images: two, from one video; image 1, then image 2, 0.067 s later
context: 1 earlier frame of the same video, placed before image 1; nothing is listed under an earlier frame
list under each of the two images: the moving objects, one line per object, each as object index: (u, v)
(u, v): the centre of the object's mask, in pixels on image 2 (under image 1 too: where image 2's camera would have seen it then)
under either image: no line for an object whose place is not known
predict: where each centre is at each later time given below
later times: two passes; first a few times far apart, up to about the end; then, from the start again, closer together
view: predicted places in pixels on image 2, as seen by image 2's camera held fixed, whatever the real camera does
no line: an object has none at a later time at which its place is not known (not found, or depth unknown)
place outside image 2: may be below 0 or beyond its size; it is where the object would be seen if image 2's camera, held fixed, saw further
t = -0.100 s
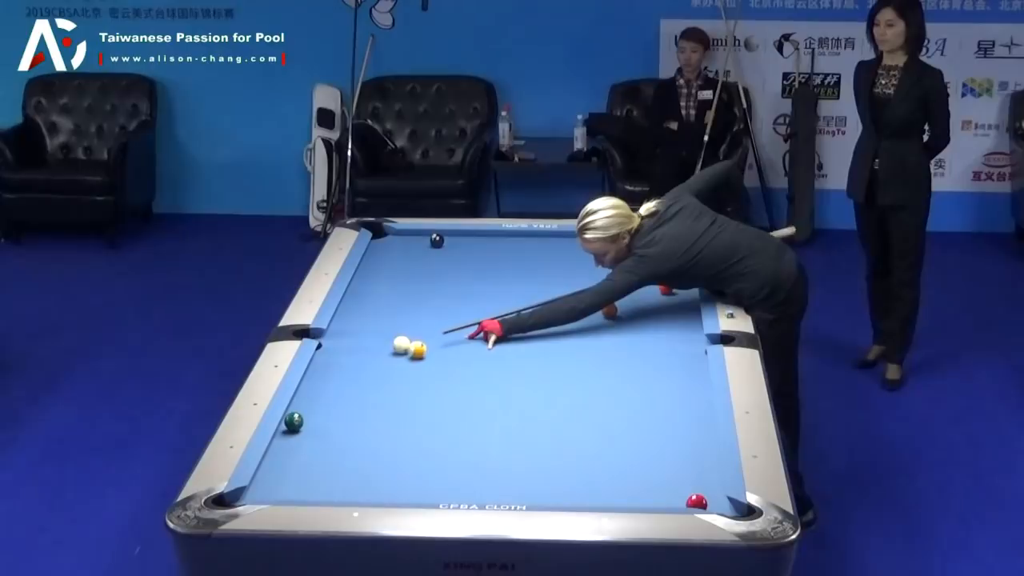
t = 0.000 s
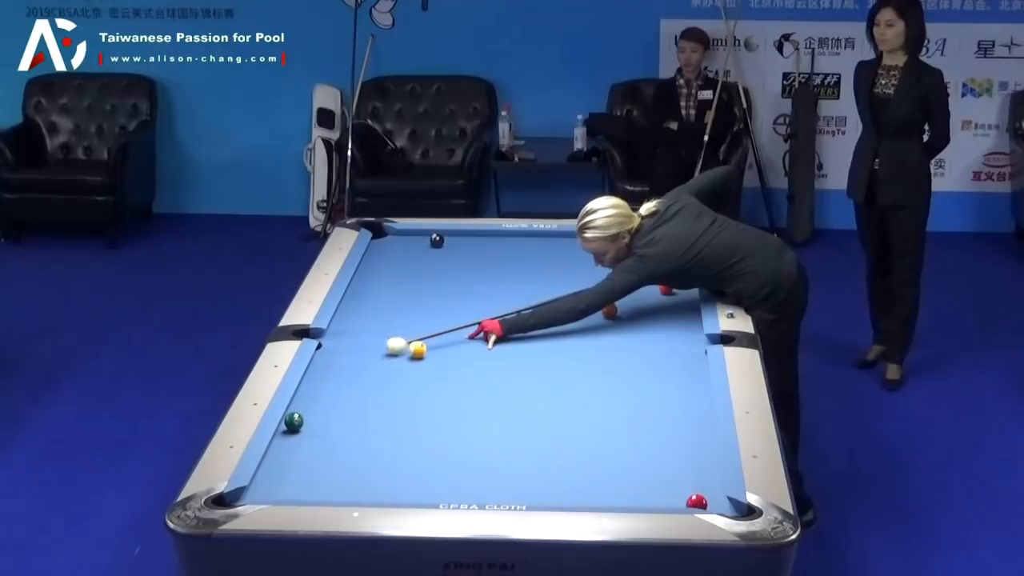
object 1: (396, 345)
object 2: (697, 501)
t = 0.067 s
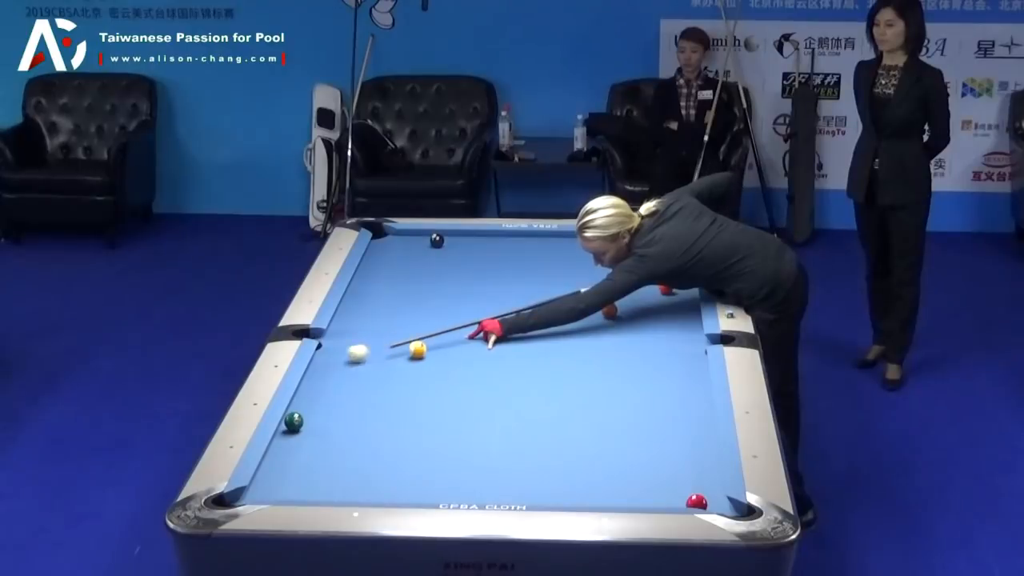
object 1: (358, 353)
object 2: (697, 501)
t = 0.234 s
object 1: (343, 370)
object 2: (697, 501)
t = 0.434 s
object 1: (391, 388)
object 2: (697, 501)
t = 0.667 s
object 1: (448, 411)
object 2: (697, 501)
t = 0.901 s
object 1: (508, 435)
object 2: (697, 501)
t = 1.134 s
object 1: (571, 461)
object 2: (697, 501)
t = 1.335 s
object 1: (628, 484)
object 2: (697, 501)
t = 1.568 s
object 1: (675, 501)
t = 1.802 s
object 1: (694, 498)
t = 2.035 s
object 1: (713, 494)
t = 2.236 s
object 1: (706, 487)
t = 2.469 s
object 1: (695, 480)
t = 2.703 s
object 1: (686, 474)
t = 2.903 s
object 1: (678, 469)
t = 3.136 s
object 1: (670, 464)
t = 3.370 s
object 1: (663, 460)
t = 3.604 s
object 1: (657, 456)
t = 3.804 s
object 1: (652, 453)
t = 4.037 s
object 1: (647, 450)
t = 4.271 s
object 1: (643, 447)
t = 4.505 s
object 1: (639, 446)
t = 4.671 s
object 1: (637, 445)
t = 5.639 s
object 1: (635, 442)
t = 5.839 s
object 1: (633, 443)
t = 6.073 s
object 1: (633, 443)
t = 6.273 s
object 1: (633, 442)
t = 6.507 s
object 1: (633, 443)
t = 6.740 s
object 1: (633, 443)
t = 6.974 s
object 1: (633, 443)
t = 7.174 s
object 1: (633, 443)
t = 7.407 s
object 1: (633, 443)
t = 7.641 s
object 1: (633, 443)
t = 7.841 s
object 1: (633, 443)
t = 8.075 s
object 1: (633, 443)
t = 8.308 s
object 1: (633, 443)
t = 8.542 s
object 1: (633, 443)
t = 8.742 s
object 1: (633, 443)
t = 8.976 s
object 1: (633, 443)
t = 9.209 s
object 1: (633, 443)
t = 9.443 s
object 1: (633, 443)
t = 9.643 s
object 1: (633, 443)
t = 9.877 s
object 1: (633, 443)
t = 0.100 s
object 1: (339, 357)
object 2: (697, 501)
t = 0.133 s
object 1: (321, 361)
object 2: (697, 501)
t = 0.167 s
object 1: (324, 364)
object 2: (697, 501)
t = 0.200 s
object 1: (334, 367)
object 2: (697, 501)
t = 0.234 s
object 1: (343, 370)
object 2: (697, 501)
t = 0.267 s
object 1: (352, 373)
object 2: (697, 501)
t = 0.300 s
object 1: (360, 376)
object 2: (697, 501)
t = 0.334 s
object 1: (368, 379)
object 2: (697, 501)
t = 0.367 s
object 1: (375, 382)
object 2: (697, 501)
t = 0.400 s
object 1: (383, 385)
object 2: (697, 501)
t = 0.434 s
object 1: (391, 388)
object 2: (697, 501)
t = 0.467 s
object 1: (399, 392)
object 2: (697, 501)
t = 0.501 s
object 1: (407, 395)
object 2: (697, 501)
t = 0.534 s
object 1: (415, 398)
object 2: (697, 501)
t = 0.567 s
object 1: (423, 402)
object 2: (697, 501)
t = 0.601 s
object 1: (432, 405)
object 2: (697, 501)
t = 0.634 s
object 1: (440, 408)
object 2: (697, 501)
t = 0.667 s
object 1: (448, 411)
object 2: (697, 501)
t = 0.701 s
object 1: (457, 415)
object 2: (697, 501)
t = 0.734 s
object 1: (465, 418)
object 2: (697, 501)
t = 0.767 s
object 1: (473, 422)
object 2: (697, 501)
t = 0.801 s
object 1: (482, 425)
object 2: (697, 501)
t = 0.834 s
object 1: (491, 429)
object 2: (697, 501)
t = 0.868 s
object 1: (500, 432)
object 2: (697, 501)
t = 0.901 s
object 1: (508, 435)
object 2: (697, 501)
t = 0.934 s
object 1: (517, 439)
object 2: (697, 501)
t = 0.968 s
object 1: (526, 443)
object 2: (697, 501)
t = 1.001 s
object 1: (535, 447)
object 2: (697, 501)
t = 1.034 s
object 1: (544, 450)
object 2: (697, 501)
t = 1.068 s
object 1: (553, 454)
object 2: (697, 501)
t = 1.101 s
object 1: (562, 458)
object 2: (697, 501)
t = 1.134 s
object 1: (571, 461)
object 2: (697, 501)
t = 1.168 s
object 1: (581, 465)
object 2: (697, 501)
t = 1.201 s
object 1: (590, 469)
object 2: (697, 501)
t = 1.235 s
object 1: (599, 472)
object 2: (697, 501)
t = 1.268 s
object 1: (609, 476)
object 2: (697, 501)
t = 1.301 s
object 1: (618, 480)
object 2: (697, 501)
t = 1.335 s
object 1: (628, 484)
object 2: (697, 501)
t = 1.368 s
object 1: (638, 487)
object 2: (697, 501)
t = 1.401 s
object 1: (648, 491)
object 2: (697, 501)
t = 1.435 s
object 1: (657, 495)
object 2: (697, 501)
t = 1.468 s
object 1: (667, 497)
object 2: (697, 502)
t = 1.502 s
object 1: (675, 499)
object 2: (698, 502)
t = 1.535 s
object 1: (674, 500)
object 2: (709, 504)
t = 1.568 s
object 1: (675, 501)
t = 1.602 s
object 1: (677, 501)
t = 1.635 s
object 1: (680, 500)
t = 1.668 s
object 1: (683, 500)
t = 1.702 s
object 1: (686, 500)
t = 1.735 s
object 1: (688, 499)
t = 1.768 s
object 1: (691, 498)
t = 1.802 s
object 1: (694, 498)
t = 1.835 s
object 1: (697, 498)
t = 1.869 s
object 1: (700, 498)
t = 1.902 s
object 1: (702, 497)
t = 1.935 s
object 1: (705, 496)
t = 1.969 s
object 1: (708, 496)
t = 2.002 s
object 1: (710, 494)
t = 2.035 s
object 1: (713, 494)
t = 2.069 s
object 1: (714, 493)
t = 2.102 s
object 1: (712, 491)
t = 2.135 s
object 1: (711, 490)
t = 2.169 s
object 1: (709, 489)
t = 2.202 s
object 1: (708, 488)
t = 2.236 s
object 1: (706, 487)
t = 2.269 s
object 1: (704, 486)
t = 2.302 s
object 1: (703, 485)
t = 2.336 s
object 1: (701, 484)
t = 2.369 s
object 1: (700, 483)
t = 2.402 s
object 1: (698, 482)
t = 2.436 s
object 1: (697, 481)
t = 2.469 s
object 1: (695, 480)
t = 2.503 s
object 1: (694, 479)
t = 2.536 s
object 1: (692, 478)
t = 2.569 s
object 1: (691, 477)
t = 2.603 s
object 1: (690, 477)
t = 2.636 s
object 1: (688, 476)
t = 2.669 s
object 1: (687, 475)
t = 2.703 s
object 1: (686, 474)
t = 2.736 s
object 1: (684, 473)
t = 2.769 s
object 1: (683, 472)
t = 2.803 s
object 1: (682, 471)
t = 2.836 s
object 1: (680, 471)
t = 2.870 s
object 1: (679, 470)
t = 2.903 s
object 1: (678, 469)
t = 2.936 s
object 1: (677, 468)
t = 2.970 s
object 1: (676, 468)
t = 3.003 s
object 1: (675, 467)
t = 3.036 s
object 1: (673, 466)
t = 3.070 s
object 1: (672, 465)
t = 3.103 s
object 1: (671, 465)
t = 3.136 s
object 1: (670, 464)
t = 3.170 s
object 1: (669, 464)
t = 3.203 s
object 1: (668, 463)
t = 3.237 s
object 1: (667, 462)
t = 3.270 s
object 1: (666, 462)
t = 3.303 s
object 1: (665, 461)
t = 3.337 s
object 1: (664, 460)
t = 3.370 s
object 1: (663, 460)
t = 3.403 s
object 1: (662, 459)
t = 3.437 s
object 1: (661, 458)
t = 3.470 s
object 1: (660, 458)
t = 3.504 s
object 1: (659, 457)
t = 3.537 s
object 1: (658, 457)
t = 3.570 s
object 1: (658, 456)
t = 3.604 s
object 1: (657, 456)
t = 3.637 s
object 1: (656, 455)
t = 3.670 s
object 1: (655, 455)
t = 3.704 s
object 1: (654, 454)
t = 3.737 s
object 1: (653, 454)
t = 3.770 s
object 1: (652, 453)
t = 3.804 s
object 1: (652, 453)
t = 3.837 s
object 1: (651, 452)
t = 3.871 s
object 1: (651, 452)
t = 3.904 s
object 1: (650, 452)
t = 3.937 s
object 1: (649, 451)
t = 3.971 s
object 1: (648, 451)
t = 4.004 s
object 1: (647, 450)
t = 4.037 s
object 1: (647, 450)
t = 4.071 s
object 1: (646, 450)
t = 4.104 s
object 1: (645, 449)
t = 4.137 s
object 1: (645, 449)
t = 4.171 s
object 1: (644, 448)
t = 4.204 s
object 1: (644, 448)
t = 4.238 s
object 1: (643, 448)
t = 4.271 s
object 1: (643, 447)
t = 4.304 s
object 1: (642, 447)
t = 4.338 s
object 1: (641, 447)
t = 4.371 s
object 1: (641, 447)
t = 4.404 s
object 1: (640, 447)
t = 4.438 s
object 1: (640, 446)
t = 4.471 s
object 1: (640, 446)
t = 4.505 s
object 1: (639, 446)
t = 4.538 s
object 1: (639, 446)
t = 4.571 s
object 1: (638, 446)
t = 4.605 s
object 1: (638, 445)
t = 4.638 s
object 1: (638, 446)
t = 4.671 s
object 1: (637, 445)
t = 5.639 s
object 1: (635, 442)
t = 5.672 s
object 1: (634, 443)
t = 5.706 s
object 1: (634, 443)
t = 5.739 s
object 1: (633, 443)
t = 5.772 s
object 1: (633, 443)
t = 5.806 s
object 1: (633, 443)
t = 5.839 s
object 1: (633, 443)
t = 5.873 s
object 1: (633, 443)
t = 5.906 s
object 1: (633, 443)
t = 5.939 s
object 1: (633, 443)
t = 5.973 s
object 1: (633, 442)
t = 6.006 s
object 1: (633, 443)
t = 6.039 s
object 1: (633, 443)
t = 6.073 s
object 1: (633, 443)
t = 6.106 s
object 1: (633, 443)
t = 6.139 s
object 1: (633, 442)
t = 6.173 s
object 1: (633, 443)
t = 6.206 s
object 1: (633, 443)
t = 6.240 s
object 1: (633, 443)
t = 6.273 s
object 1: (633, 442)
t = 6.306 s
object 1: (633, 442)
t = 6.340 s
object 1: (633, 443)
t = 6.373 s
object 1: (633, 443)
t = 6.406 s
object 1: (633, 443)
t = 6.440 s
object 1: (633, 443)
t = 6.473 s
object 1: (633, 442)
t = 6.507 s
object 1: (633, 443)
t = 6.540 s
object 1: (633, 443)
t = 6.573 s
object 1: (633, 443)
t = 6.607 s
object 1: (633, 443)
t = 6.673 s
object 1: (633, 442)
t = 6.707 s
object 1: (633, 442)
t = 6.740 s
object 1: (633, 443)
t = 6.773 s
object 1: (633, 443)
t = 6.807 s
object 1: (633, 443)
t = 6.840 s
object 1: (633, 443)
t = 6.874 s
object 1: (633, 442)
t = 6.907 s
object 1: (633, 442)
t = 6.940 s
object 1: (633, 443)
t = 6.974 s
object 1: (633, 443)
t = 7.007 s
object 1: (633, 443)
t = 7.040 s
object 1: (633, 443)
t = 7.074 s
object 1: (633, 443)
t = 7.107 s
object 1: (633, 443)
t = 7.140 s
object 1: (633, 443)
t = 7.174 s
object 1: (633, 443)
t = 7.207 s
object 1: (633, 443)
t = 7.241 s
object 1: (633, 443)
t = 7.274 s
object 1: (633, 443)
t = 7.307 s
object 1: (633, 443)
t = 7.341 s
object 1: (633, 443)
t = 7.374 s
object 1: (633, 443)
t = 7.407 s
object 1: (633, 443)
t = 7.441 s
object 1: (633, 443)
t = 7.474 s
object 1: (633, 443)
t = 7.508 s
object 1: (633, 443)
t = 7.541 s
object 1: (633, 443)
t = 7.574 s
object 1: (633, 443)
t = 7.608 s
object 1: (633, 443)
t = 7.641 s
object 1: (633, 443)
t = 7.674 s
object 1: (633, 443)
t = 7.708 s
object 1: (633, 443)
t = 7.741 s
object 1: (633, 443)
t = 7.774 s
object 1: (633, 443)
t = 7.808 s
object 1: (633, 443)
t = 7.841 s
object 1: (633, 443)
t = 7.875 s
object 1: (633, 443)
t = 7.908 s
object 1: (633, 443)
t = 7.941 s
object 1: (633, 443)
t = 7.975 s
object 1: (633, 443)
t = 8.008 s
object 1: (633, 443)
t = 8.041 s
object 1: (633, 443)
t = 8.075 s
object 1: (633, 443)
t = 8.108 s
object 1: (633, 443)
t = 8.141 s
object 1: (633, 443)
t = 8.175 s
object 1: (633, 443)
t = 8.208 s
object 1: (633, 443)
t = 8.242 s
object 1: (633, 443)
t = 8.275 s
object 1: (633, 443)
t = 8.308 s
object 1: (633, 443)
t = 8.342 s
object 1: (633, 443)
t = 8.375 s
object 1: (633, 443)
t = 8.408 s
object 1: (633, 443)
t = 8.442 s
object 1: (633, 443)
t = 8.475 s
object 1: (633, 443)
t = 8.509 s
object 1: (633, 443)
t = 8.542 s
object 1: (633, 443)
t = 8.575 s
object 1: (633, 443)
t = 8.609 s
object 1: (633, 443)
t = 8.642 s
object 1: (633, 443)
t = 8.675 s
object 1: (633, 443)
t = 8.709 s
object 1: (633, 443)
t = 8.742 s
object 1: (633, 443)
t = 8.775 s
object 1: (633, 443)
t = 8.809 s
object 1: (633, 443)
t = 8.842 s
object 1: (633, 443)
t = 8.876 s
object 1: (633, 443)
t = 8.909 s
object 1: (633, 443)
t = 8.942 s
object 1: (633, 443)
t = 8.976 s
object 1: (633, 443)
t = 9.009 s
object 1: (633, 443)
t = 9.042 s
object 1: (633, 443)
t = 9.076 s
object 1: (633, 443)
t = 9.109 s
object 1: (633, 443)
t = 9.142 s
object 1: (633, 443)
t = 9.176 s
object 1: (633, 443)
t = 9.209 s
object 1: (633, 443)
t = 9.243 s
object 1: (633, 443)
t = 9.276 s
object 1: (633, 443)
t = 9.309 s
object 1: (633, 443)
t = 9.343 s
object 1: (633, 443)
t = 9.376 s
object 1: (633, 443)
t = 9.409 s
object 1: (633, 443)
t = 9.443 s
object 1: (633, 443)
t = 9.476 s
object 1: (633, 443)
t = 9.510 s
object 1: (633, 443)
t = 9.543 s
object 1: (633, 443)
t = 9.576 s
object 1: (633, 443)
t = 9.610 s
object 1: (633, 443)
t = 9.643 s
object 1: (633, 443)
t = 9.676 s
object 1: (633, 443)
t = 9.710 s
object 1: (633, 443)
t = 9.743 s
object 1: (633, 443)
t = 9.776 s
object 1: (633, 443)
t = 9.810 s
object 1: (633, 443)
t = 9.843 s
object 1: (633, 443)
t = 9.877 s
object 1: (633, 443)
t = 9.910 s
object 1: (633, 443)
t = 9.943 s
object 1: (633, 443)
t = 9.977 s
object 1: (633, 443)
